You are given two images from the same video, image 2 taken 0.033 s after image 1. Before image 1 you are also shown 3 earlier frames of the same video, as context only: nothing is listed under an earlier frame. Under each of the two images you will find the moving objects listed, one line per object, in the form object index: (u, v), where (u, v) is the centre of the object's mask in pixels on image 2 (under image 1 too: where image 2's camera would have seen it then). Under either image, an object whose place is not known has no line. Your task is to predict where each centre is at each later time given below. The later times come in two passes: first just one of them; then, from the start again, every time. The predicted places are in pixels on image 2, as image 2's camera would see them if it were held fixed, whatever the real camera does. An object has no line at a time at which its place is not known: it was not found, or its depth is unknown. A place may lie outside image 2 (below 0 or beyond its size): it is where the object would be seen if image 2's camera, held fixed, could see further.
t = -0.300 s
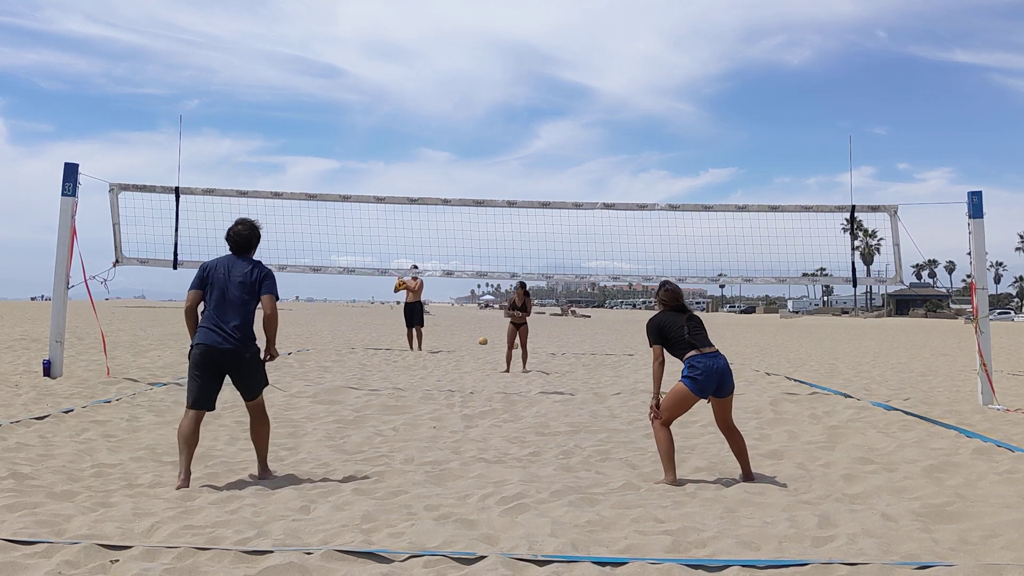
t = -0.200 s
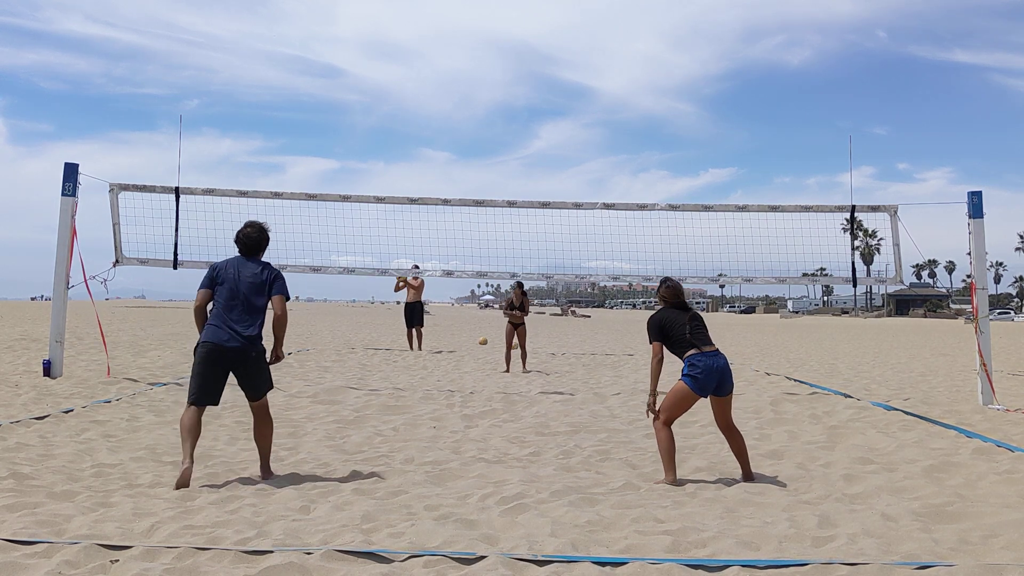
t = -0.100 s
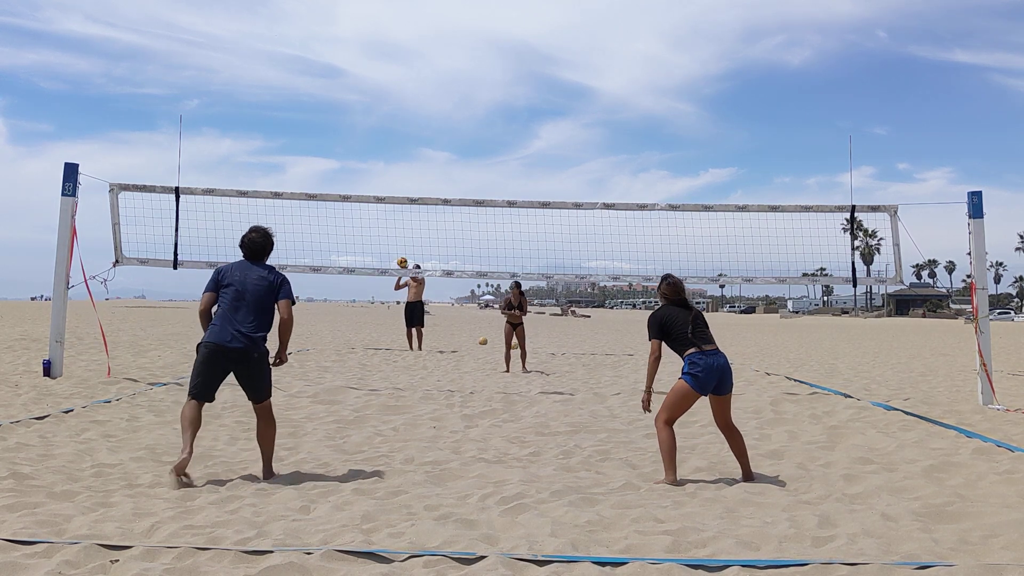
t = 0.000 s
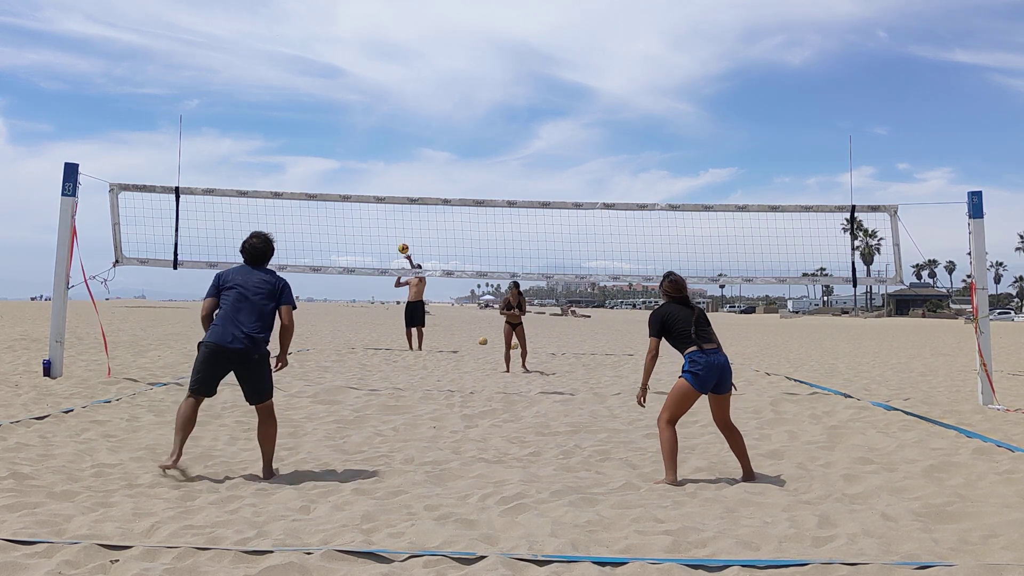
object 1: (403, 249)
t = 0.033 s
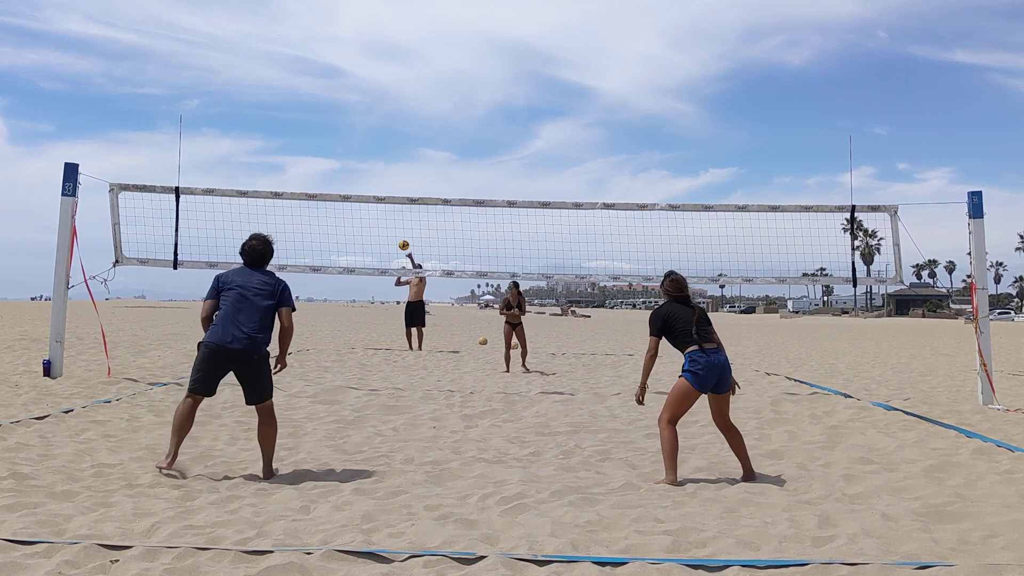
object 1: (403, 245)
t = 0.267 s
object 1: (407, 237)
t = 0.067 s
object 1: (404, 242)
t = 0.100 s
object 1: (404, 240)
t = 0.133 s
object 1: (405, 238)
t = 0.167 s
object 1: (405, 237)
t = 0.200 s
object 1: (406, 236)
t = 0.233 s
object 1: (406, 236)
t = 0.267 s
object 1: (407, 237)
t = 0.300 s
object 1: (407, 238)
